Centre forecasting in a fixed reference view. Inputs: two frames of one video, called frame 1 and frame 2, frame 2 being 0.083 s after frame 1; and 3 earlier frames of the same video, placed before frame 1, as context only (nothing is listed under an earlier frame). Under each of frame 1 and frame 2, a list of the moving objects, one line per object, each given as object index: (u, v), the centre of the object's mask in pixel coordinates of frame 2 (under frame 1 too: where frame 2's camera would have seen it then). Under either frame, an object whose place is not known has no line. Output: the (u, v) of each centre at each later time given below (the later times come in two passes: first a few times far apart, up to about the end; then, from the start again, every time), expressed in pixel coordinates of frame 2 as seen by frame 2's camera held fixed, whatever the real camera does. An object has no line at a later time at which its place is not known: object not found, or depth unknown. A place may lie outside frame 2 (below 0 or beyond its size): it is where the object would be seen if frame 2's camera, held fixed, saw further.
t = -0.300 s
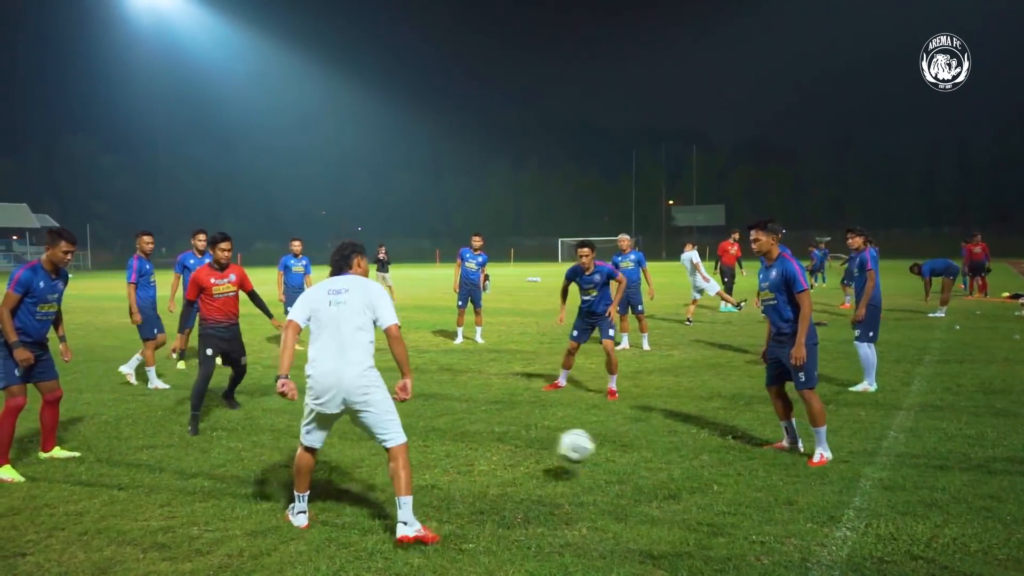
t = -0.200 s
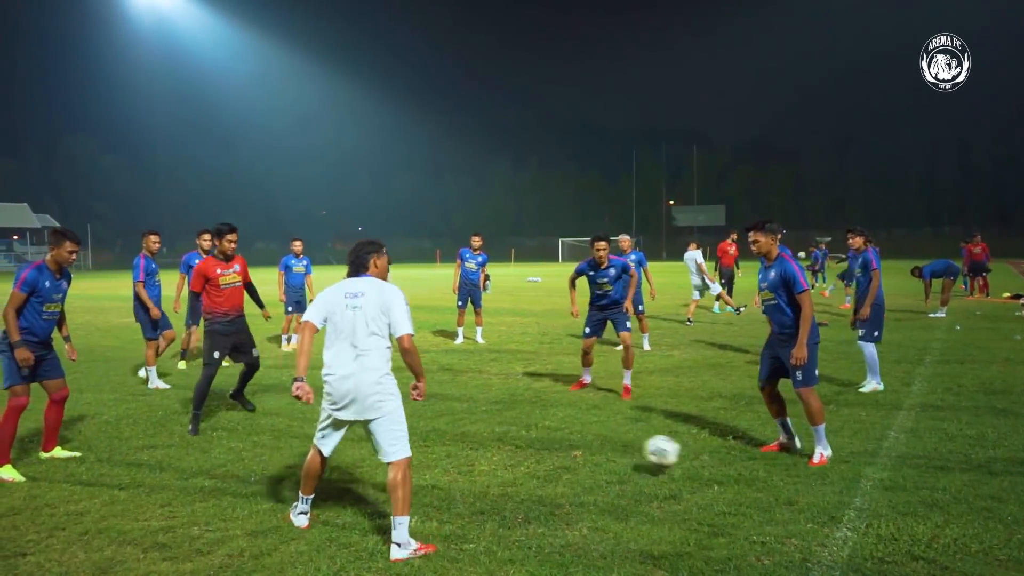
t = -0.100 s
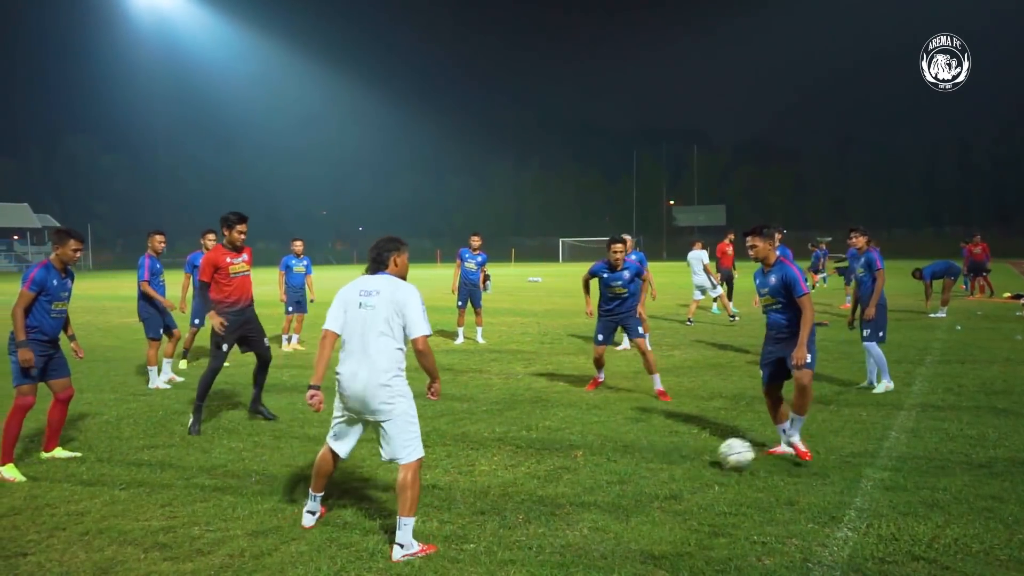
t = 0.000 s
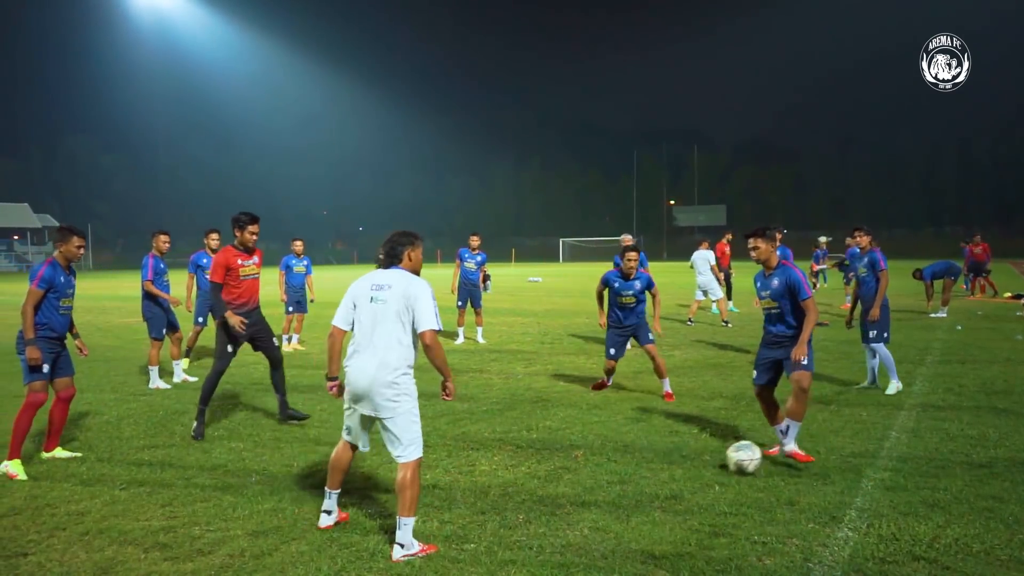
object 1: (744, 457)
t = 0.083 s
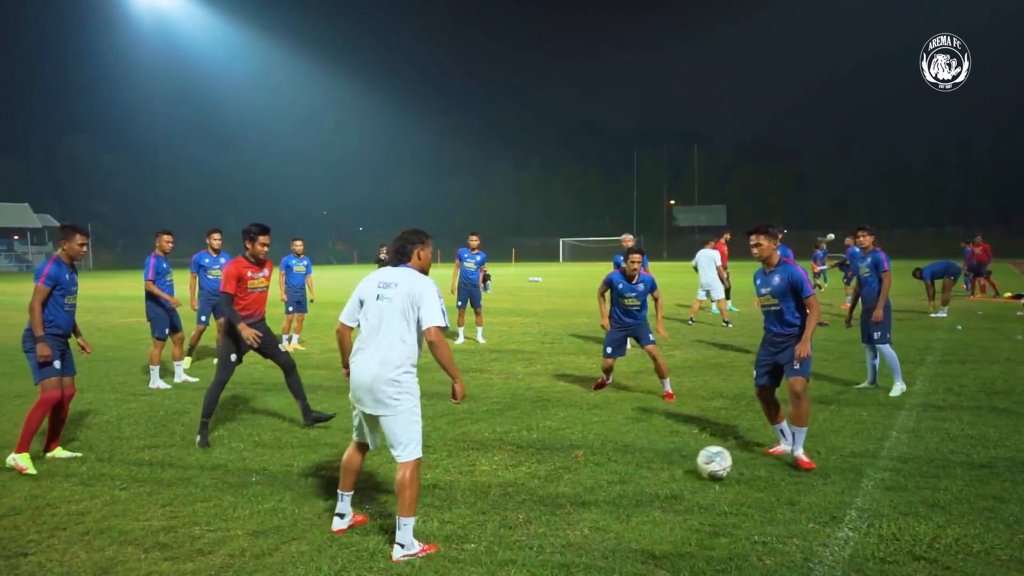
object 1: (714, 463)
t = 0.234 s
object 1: (664, 477)
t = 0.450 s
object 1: (606, 492)
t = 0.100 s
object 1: (708, 462)
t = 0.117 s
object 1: (703, 463)
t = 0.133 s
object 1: (698, 464)
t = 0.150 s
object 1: (692, 465)
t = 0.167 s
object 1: (686, 467)
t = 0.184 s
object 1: (681, 470)
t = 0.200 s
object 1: (674, 472)
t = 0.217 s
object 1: (669, 475)
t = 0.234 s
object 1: (664, 477)
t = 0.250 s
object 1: (659, 480)
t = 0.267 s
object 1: (654, 482)
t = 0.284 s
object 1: (649, 483)
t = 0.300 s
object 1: (644, 484)
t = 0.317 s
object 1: (639, 486)
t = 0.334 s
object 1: (635, 488)
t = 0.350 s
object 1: (631, 489)
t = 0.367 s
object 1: (626, 490)
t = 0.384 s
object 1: (622, 490)
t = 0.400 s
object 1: (618, 491)
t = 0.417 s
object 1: (614, 491)
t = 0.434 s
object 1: (610, 492)
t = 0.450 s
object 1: (606, 492)
